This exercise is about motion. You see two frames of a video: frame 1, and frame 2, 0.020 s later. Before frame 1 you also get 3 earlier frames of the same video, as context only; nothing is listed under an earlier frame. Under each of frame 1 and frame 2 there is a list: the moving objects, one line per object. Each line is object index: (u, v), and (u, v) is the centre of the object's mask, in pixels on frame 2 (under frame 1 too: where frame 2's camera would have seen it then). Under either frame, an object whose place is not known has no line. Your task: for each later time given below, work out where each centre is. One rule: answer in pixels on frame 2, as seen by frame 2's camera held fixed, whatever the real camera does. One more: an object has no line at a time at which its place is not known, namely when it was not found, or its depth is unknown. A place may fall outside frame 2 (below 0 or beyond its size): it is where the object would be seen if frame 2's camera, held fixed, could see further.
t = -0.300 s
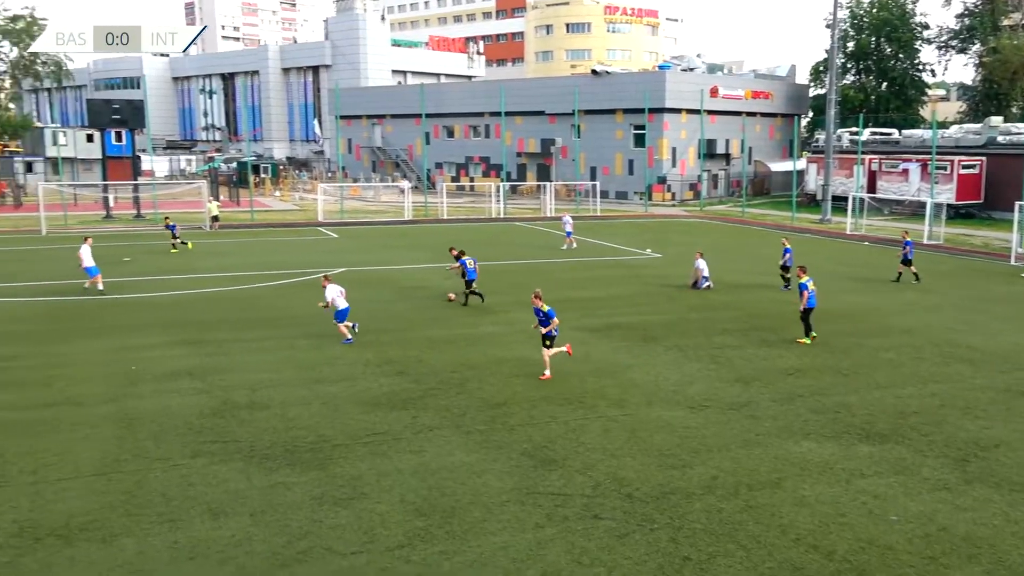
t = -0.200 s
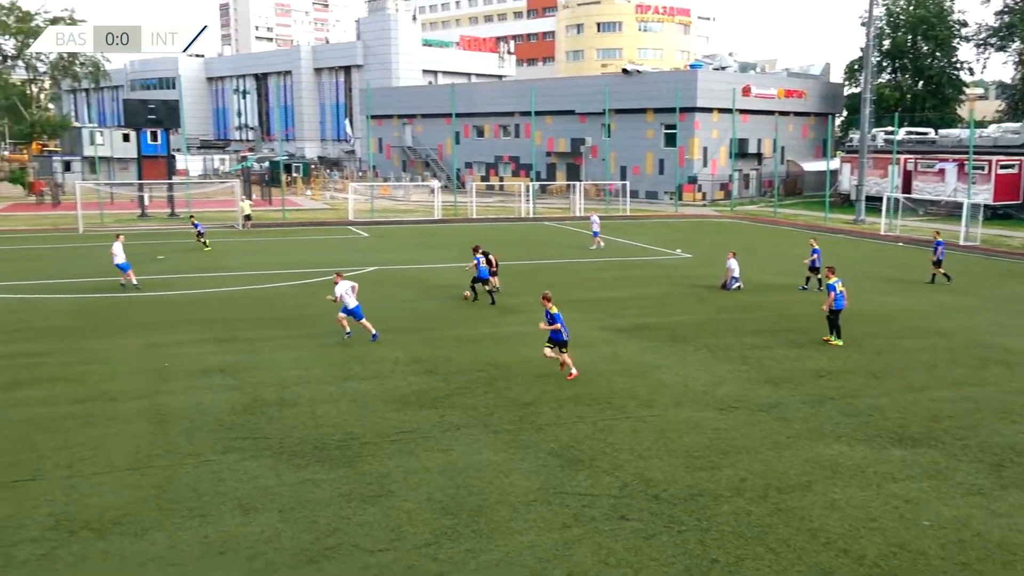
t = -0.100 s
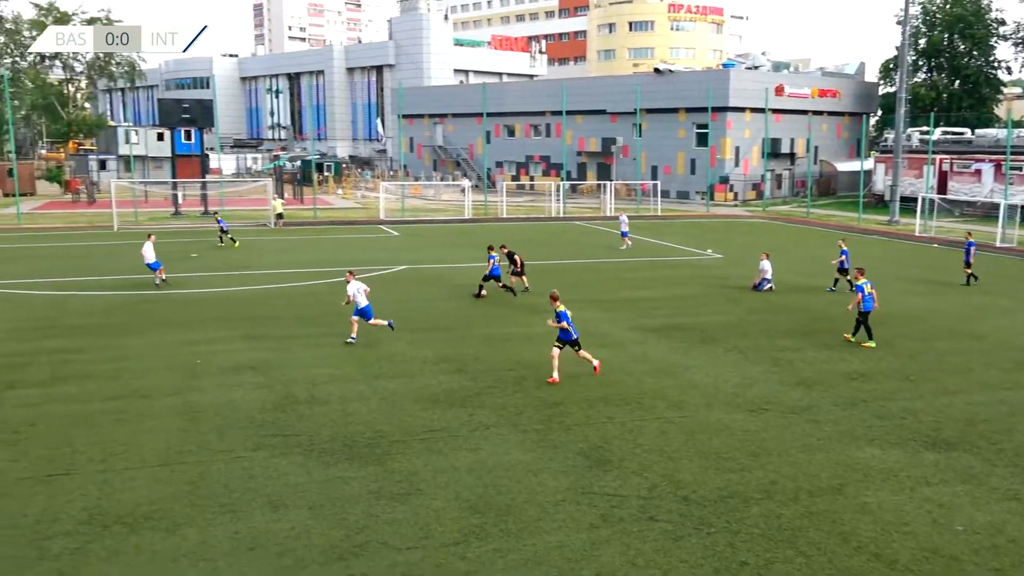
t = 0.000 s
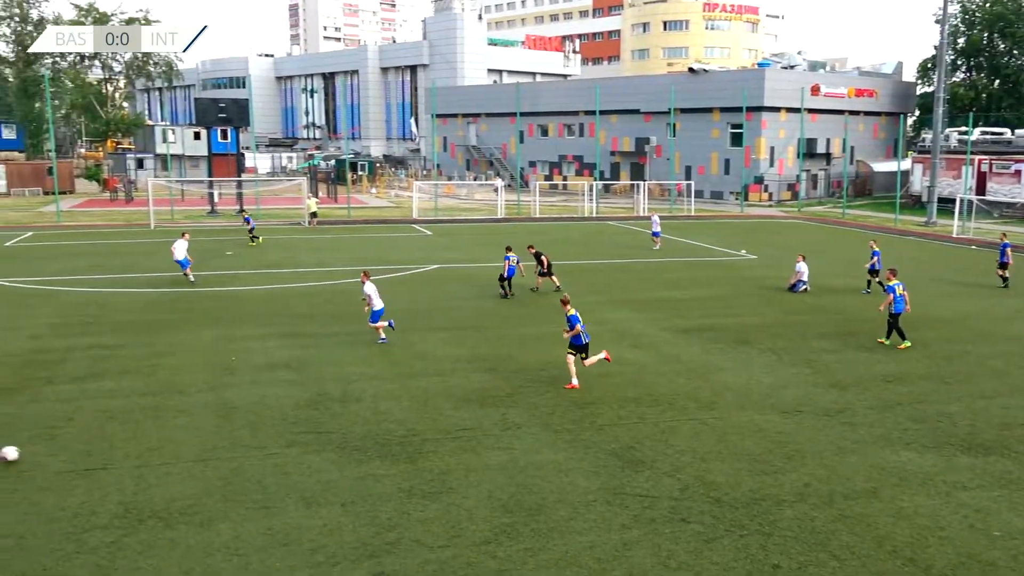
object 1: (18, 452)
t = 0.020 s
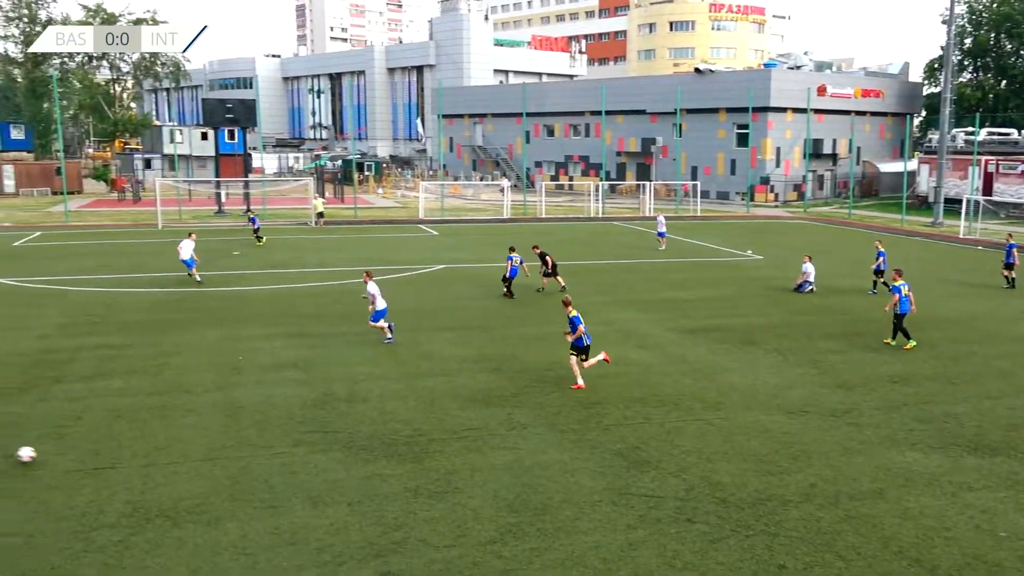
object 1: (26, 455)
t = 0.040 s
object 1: (34, 456)
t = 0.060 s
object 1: (41, 459)
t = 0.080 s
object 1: (49, 462)
